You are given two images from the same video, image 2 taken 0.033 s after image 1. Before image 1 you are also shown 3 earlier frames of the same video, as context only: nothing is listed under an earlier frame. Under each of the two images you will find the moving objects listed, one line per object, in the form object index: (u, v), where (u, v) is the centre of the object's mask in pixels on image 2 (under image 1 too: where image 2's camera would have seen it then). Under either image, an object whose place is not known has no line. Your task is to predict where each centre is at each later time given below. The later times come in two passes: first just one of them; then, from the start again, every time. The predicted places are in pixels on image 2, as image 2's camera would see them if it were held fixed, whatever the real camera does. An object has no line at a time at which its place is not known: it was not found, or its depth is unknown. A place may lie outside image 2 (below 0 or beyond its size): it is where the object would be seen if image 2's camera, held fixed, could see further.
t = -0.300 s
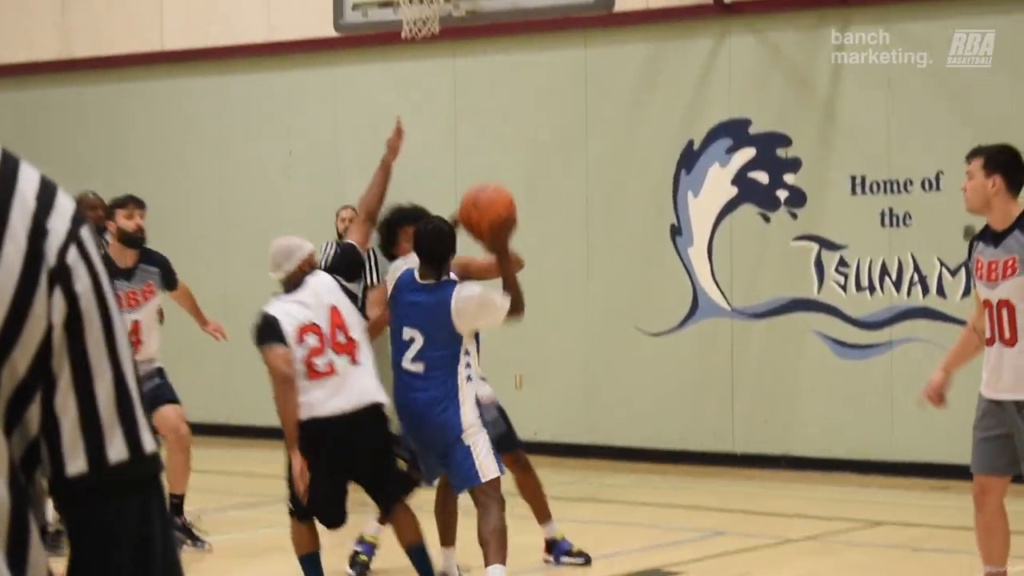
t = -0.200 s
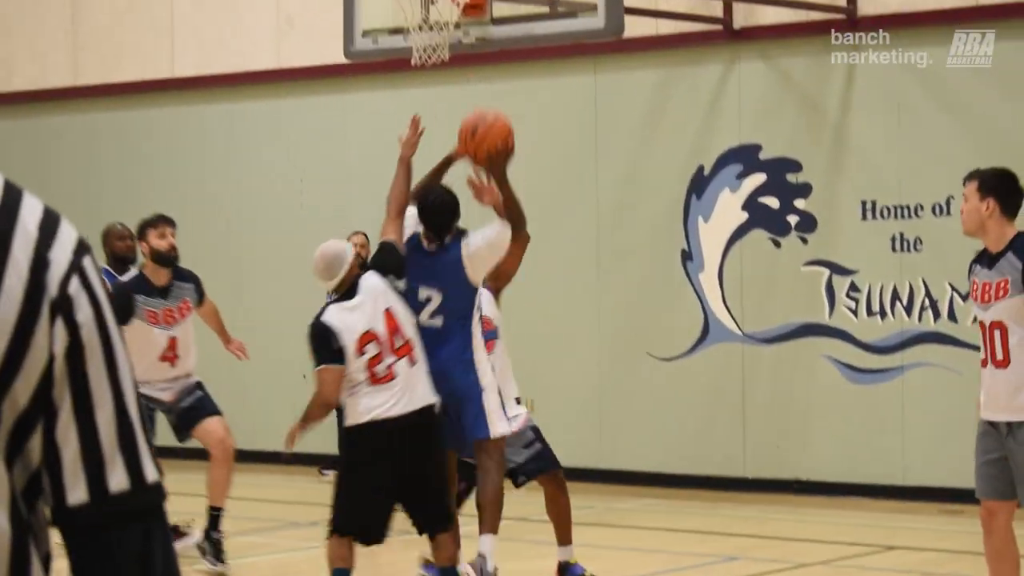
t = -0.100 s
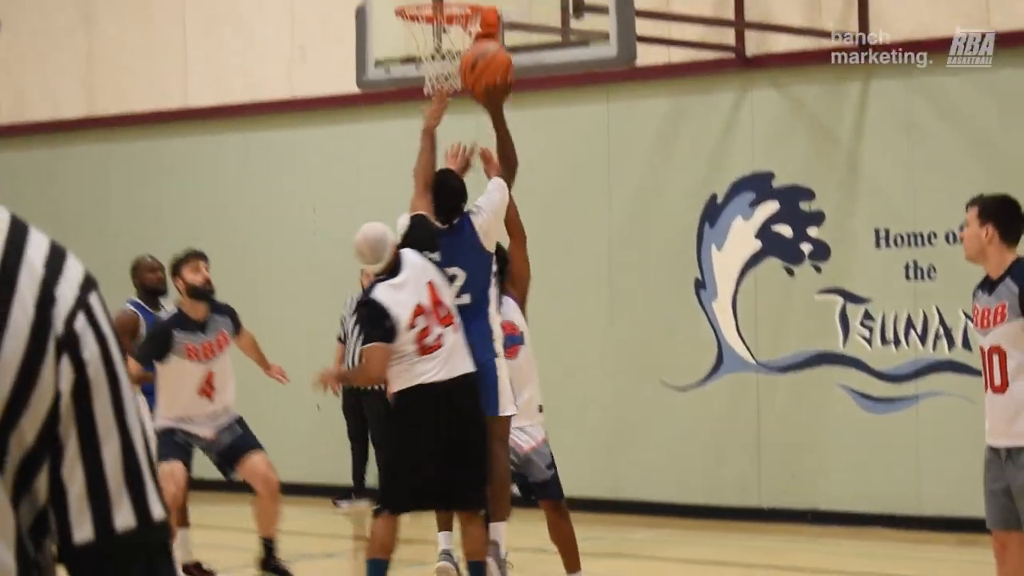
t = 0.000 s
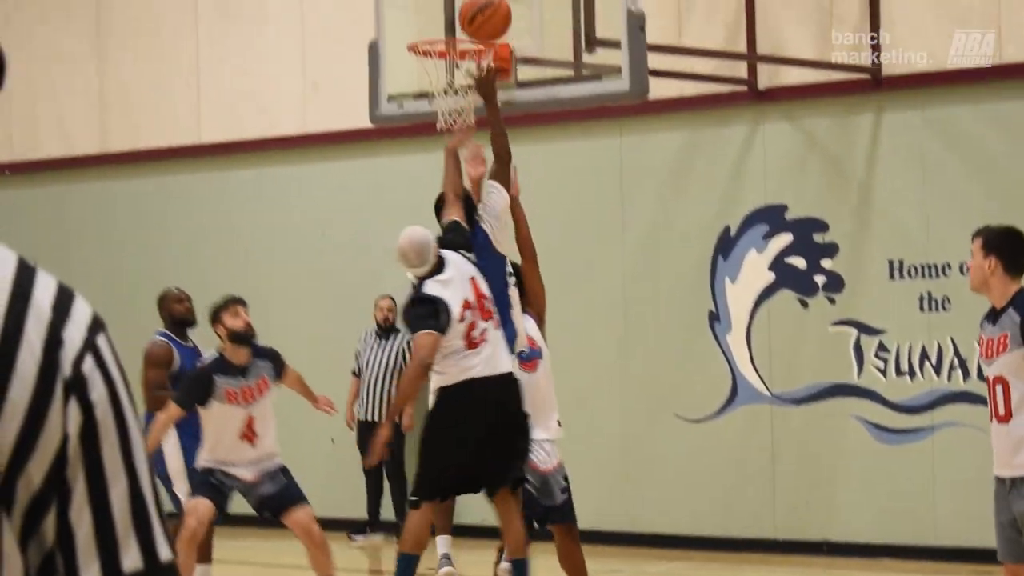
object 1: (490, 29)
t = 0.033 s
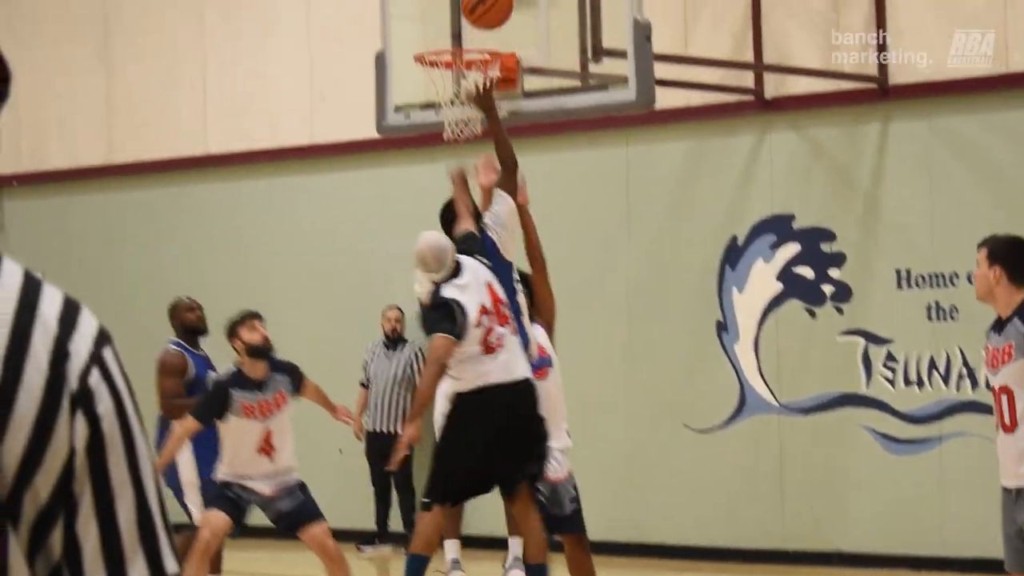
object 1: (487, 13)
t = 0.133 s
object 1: (468, -30)
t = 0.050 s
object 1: (484, 6)
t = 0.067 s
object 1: (479, -3)
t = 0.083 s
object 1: (476, -10)
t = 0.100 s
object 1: (472, -18)
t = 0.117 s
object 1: (469, -25)
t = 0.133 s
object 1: (468, -30)
